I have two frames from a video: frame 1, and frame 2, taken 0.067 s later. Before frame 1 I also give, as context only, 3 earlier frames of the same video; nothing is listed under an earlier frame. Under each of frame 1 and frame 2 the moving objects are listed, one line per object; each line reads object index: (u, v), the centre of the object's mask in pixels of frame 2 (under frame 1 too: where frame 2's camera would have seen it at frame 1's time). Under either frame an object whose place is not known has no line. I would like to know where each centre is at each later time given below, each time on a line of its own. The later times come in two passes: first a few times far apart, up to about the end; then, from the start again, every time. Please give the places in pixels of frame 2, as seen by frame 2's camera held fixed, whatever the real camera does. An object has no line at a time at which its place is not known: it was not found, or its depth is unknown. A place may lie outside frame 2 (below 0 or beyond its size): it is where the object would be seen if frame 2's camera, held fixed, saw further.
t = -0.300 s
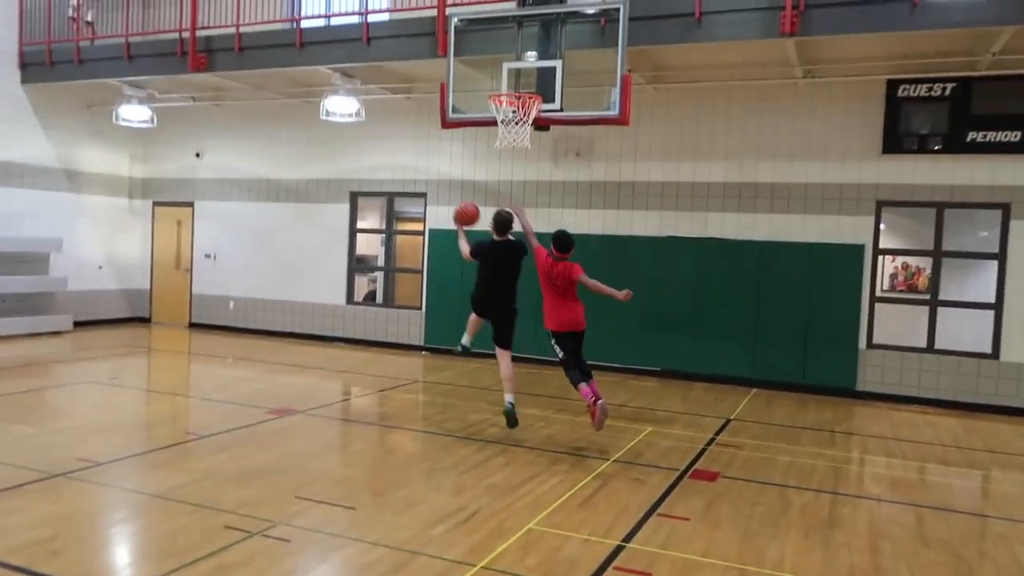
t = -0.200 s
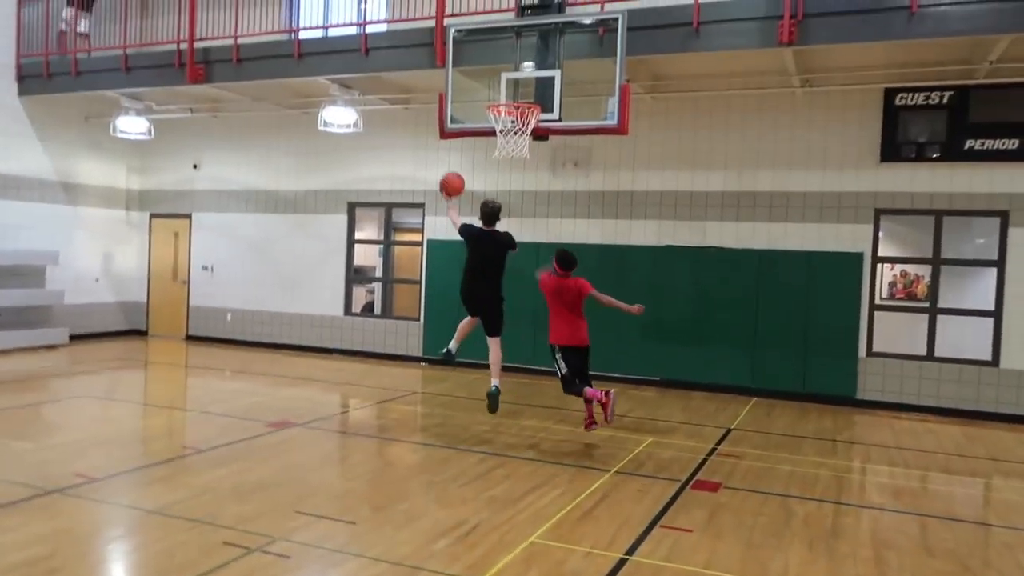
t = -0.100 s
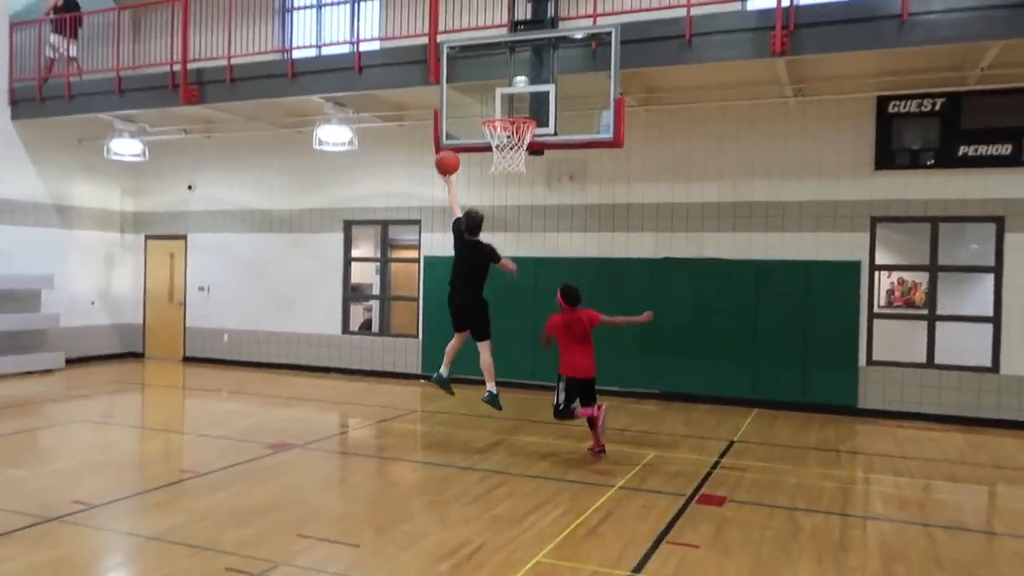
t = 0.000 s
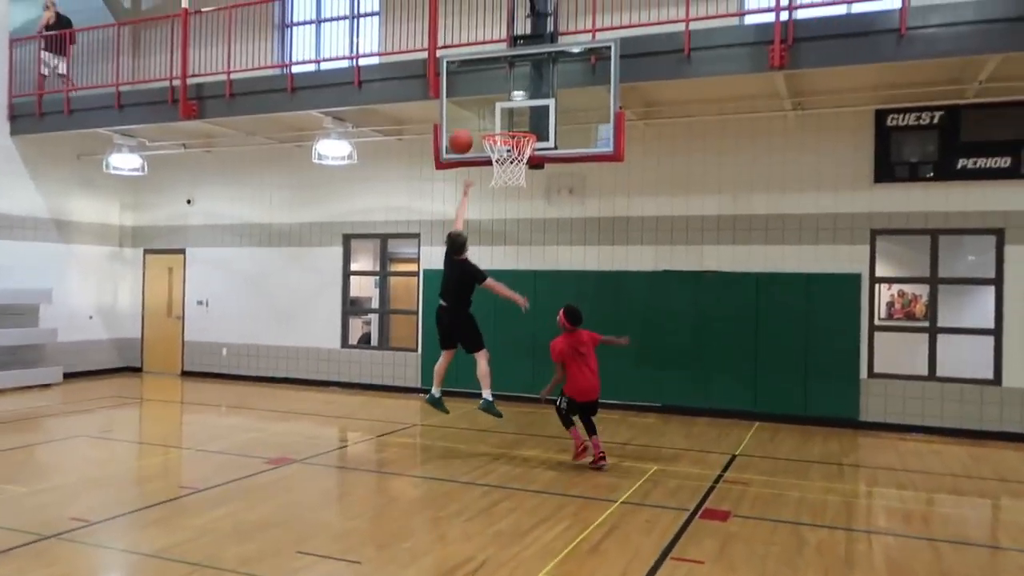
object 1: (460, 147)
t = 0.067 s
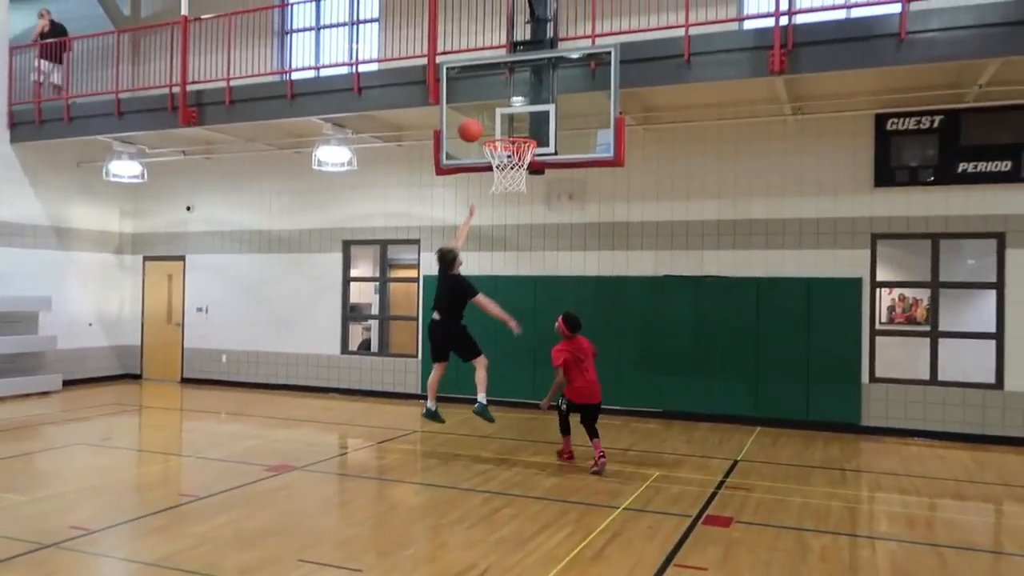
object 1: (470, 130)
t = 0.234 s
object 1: (486, 105)
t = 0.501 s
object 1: (497, 125)
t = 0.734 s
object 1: (515, 190)
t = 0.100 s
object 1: (475, 122)
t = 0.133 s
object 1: (480, 116)
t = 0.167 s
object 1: (484, 111)
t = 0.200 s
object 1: (485, 108)
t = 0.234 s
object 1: (486, 105)
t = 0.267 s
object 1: (488, 104)
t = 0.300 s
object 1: (489, 103)
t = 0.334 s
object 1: (490, 104)
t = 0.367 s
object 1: (492, 106)
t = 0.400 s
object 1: (493, 109)
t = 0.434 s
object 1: (494, 113)
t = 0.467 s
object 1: (495, 119)
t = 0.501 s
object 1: (497, 125)
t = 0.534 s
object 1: (497, 130)
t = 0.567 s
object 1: (500, 134)
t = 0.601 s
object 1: (502, 150)
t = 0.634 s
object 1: (507, 157)
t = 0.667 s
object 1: (508, 167)
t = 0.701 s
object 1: (512, 176)
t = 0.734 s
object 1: (515, 190)
